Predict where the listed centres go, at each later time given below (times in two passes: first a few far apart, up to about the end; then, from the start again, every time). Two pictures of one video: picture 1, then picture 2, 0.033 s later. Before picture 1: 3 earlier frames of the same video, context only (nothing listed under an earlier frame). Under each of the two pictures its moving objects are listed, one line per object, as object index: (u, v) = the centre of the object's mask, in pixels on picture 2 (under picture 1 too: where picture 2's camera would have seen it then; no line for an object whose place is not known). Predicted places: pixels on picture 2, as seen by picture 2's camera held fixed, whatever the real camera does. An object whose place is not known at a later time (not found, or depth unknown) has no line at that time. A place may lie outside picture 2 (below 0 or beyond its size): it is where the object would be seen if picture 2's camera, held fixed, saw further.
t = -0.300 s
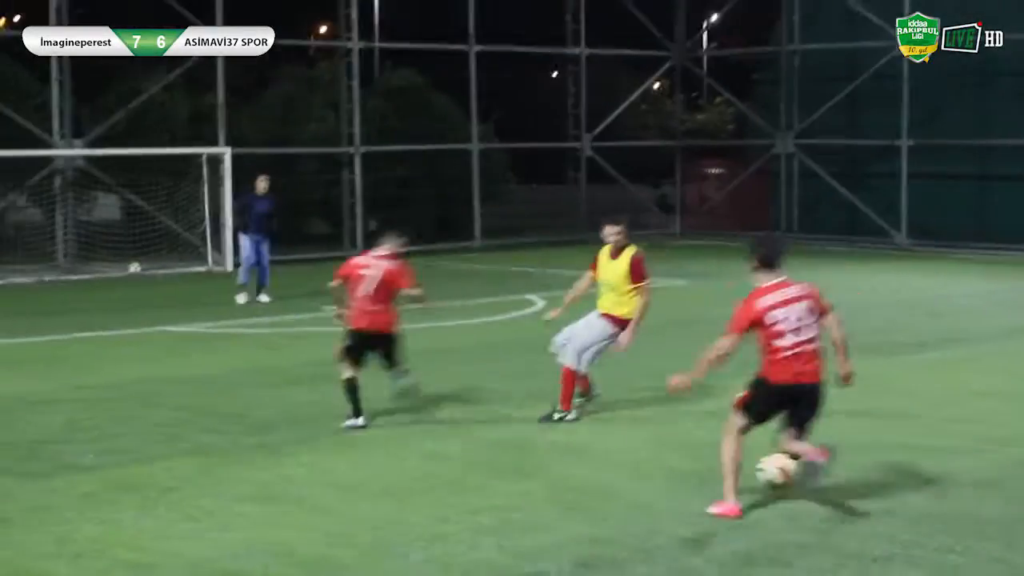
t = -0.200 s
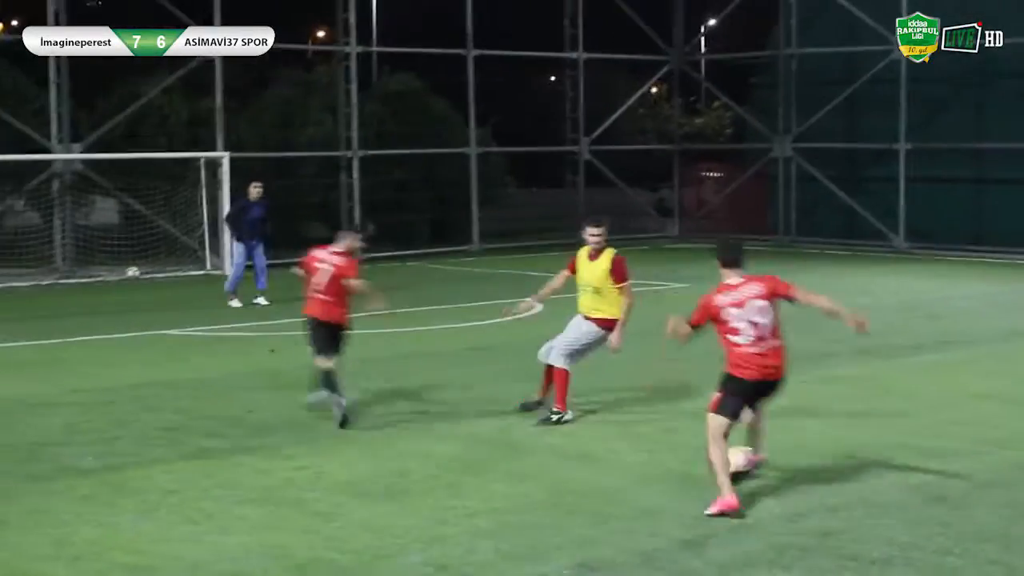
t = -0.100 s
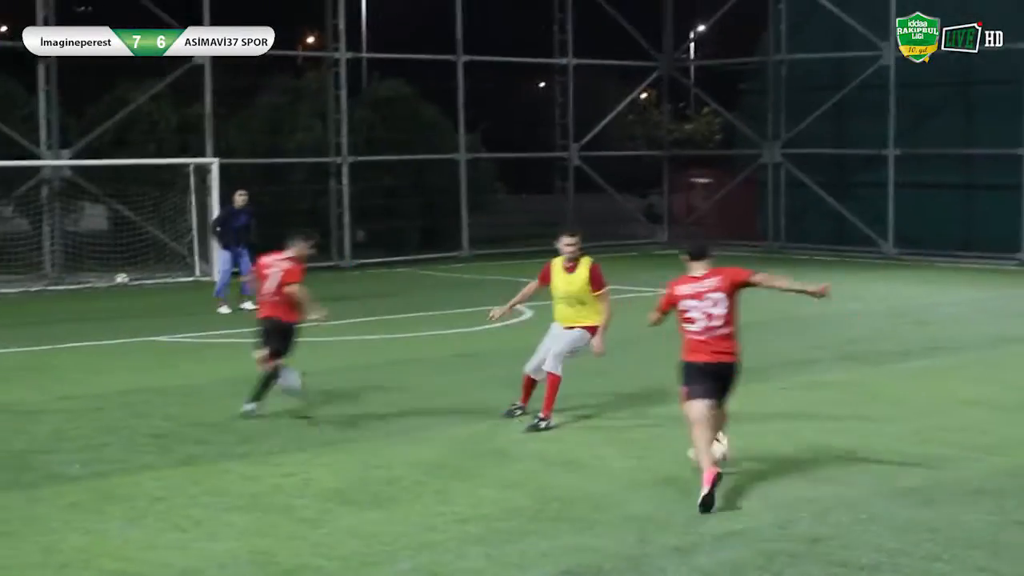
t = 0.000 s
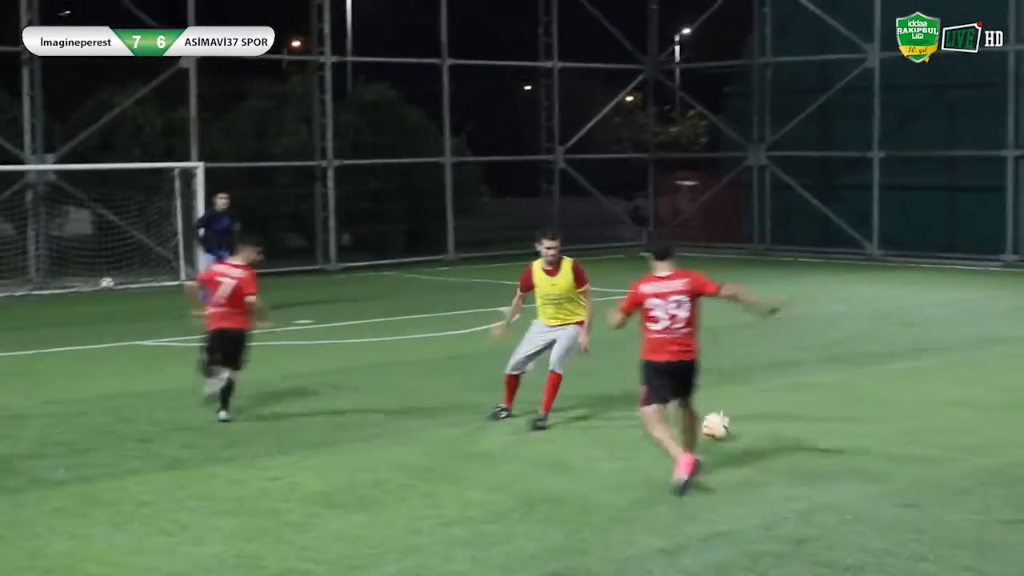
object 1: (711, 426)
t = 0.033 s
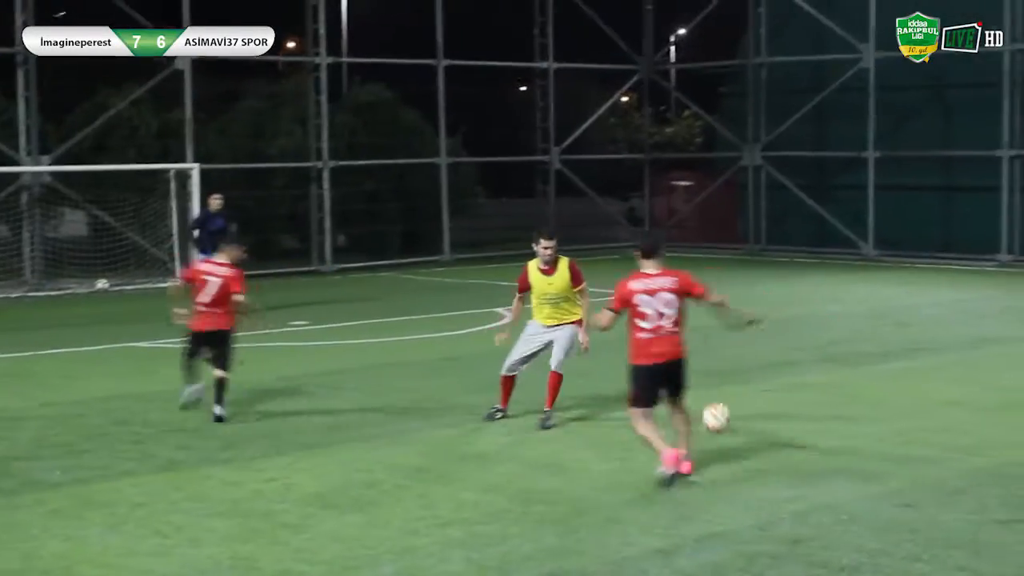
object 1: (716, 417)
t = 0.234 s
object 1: (738, 378)
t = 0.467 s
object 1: (759, 352)
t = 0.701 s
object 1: (774, 334)
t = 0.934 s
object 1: (783, 319)
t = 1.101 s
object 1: (786, 314)
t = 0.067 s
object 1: (720, 408)
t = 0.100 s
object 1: (724, 401)
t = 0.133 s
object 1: (729, 396)
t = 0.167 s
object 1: (732, 392)
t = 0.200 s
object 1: (735, 385)
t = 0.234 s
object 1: (738, 378)
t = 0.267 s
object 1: (741, 371)
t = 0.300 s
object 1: (745, 368)
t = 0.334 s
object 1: (748, 364)
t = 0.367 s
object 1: (751, 363)
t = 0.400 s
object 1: (754, 360)
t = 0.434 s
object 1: (756, 355)
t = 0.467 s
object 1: (759, 352)
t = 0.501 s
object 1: (762, 349)
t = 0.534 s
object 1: (764, 347)
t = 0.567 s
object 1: (765, 345)
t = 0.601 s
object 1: (768, 342)
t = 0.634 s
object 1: (770, 340)
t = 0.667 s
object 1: (772, 338)
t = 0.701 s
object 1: (774, 334)
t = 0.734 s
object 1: (775, 333)
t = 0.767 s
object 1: (777, 331)
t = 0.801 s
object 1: (778, 328)
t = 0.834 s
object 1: (780, 328)
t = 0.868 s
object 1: (781, 324)
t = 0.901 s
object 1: (782, 322)
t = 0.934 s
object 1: (783, 319)
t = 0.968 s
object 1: (784, 319)
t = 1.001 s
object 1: (784, 318)
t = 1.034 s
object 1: (784, 316)
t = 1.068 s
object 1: (785, 314)
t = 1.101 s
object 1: (786, 314)
